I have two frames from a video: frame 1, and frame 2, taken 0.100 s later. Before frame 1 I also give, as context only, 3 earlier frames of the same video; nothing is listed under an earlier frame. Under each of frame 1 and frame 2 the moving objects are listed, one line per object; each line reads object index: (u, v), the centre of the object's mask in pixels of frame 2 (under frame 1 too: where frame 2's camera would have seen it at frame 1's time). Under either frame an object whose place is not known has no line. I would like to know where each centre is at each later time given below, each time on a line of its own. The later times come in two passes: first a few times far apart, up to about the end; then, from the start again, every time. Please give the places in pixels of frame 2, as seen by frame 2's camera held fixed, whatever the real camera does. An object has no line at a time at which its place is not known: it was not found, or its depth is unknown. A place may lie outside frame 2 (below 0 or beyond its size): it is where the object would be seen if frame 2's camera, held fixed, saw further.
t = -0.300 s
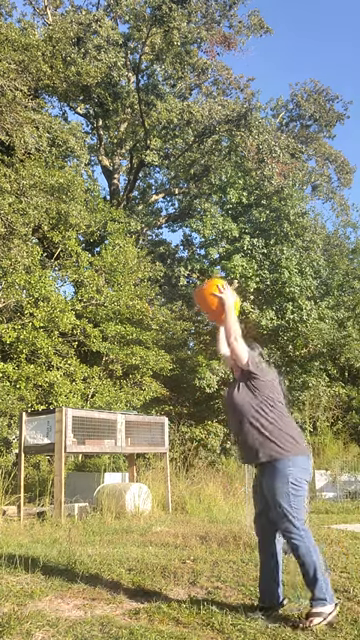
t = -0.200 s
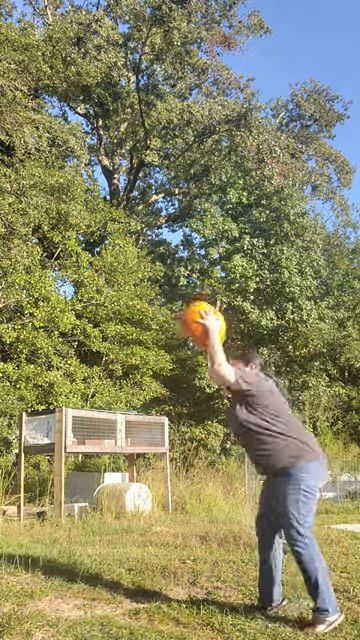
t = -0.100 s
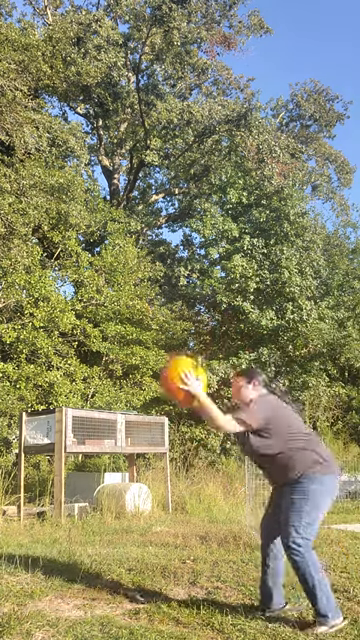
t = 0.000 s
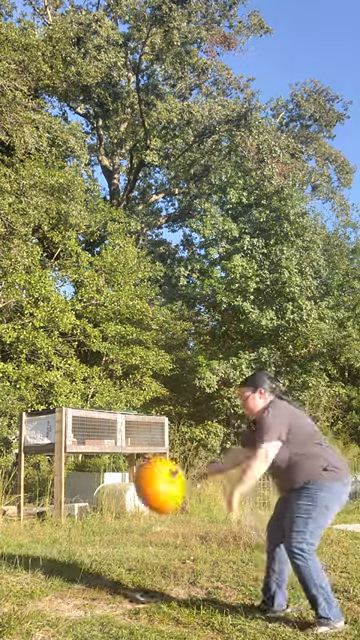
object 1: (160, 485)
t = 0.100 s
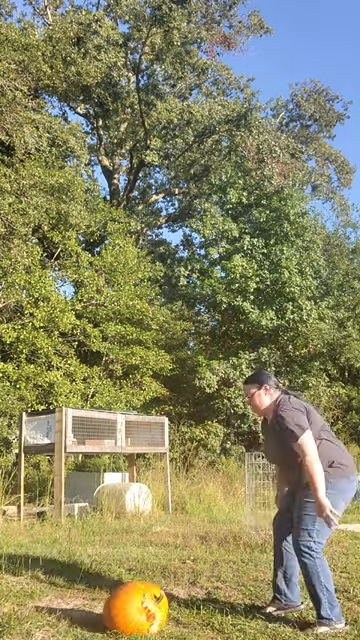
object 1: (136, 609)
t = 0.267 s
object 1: (114, 587)
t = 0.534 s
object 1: (89, 594)
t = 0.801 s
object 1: (71, 591)
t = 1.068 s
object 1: (57, 586)
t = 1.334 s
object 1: (41, 586)
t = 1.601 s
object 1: (26, 584)
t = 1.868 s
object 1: (23, 582)
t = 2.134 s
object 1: (22, 580)
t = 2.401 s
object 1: (21, 579)
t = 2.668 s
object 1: (21, 579)
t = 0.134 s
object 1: (130, 604)
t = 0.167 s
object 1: (127, 596)
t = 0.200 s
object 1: (123, 592)
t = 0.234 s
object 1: (118, 588)
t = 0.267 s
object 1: (114, 587)
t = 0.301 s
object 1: (110, 588)
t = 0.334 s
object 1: (106, 591)
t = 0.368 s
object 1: (102, 596)
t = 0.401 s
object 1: (98, 596)
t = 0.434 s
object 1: (96, 593)
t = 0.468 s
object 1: (94, 593)
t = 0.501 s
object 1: (92, 593)
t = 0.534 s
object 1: (89, 594)
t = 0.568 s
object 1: (87, 593)
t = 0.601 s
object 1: (85, 593)
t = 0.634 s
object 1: (82, 593)
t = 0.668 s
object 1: (80, 593)
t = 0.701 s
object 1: (77, 592)
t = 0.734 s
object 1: (74, 591)
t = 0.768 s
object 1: (73, 591)
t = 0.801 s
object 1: (71, 591)
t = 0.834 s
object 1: (69, 591)
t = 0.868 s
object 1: (67, 591)
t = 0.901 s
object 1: (65, 590)
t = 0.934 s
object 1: (64, 590)
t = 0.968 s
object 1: (62, 588)
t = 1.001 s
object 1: (60, 588)
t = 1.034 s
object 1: (58, 586)
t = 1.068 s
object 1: (57, 586)
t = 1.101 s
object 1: (53, 586)
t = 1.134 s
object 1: (51, 585)
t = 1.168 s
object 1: (50, 585)
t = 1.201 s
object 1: (48, 585)
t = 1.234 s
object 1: (46, 585)
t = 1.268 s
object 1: (44, 586)
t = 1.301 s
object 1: (42, 586)
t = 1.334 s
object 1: (41, 586)
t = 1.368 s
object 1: (38, 585)
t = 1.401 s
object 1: (36, 585)
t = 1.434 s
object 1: (35, 584)
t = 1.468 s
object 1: (32, 584)
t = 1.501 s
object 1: (30, 584)
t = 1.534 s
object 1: (29, 584)
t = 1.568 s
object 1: (27, 584)
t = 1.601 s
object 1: (26, 584)
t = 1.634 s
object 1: (25, 584)
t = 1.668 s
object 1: (25, 584)
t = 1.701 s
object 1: (25, 584)
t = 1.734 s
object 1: (24, 583)
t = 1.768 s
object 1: (24, 583)
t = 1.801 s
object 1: (24, 583)
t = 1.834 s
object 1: (23, 582)
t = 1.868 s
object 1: (23, 582)
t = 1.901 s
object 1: (22, 582)
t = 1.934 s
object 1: (22, 582)
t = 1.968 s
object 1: (22, 581)
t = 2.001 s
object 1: (22, 581)
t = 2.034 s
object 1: (22, 581)
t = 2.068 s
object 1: (22, 581)
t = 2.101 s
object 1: (22, 581)
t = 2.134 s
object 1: (22, 580)
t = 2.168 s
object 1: (22, 580)
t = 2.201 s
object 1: (22, 580)
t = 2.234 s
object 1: (21, 580)
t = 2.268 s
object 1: (21, 580)
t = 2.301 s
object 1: (21, 580)
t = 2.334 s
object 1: (21, 580)
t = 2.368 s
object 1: (21, 579)
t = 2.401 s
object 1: (21, 579)
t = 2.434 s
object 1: (21, 579)
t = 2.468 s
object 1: (21, 579)
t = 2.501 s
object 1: (21, 579)
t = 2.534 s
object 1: (21, 579)
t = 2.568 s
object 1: (21, 579)
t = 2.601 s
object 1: (21, 579)
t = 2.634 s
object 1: (21, 579)
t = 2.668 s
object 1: (21, 579)
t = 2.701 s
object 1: (21, 579)
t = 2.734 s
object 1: (21, 579)
